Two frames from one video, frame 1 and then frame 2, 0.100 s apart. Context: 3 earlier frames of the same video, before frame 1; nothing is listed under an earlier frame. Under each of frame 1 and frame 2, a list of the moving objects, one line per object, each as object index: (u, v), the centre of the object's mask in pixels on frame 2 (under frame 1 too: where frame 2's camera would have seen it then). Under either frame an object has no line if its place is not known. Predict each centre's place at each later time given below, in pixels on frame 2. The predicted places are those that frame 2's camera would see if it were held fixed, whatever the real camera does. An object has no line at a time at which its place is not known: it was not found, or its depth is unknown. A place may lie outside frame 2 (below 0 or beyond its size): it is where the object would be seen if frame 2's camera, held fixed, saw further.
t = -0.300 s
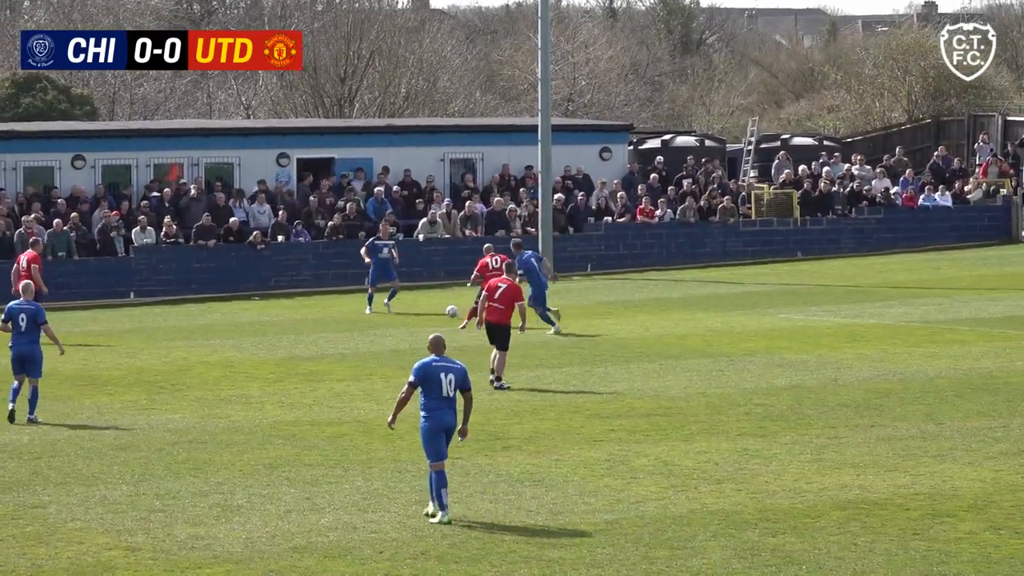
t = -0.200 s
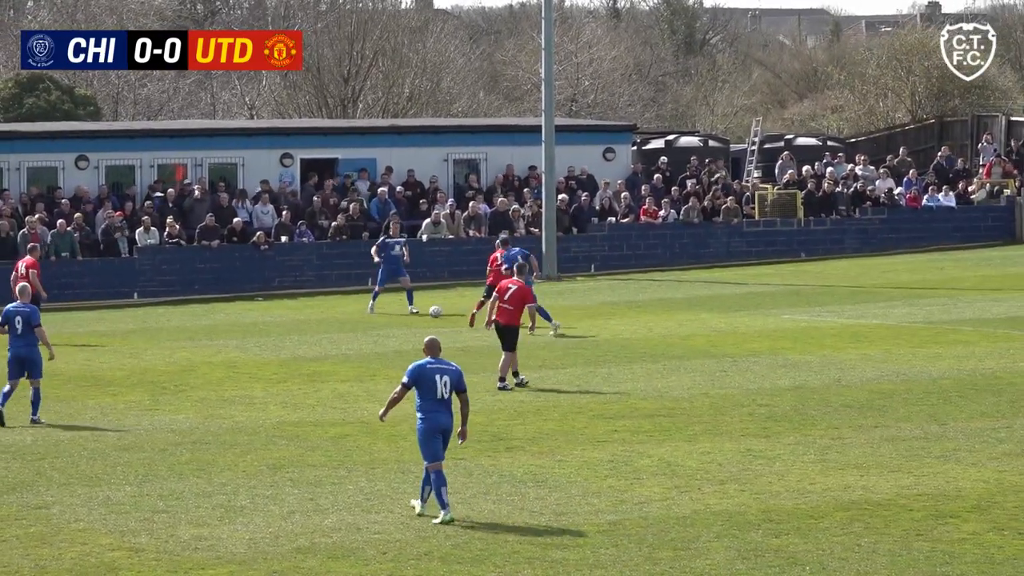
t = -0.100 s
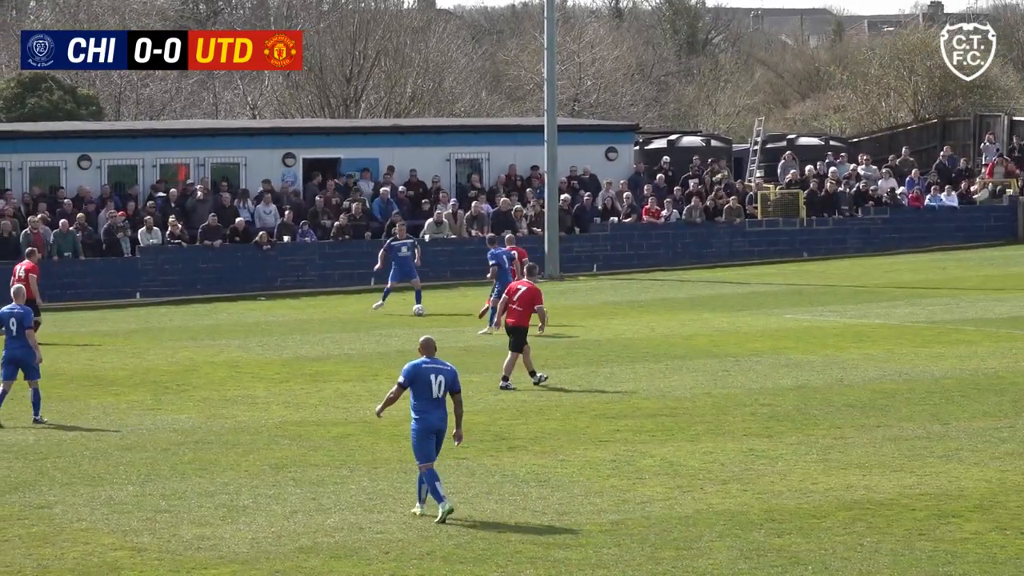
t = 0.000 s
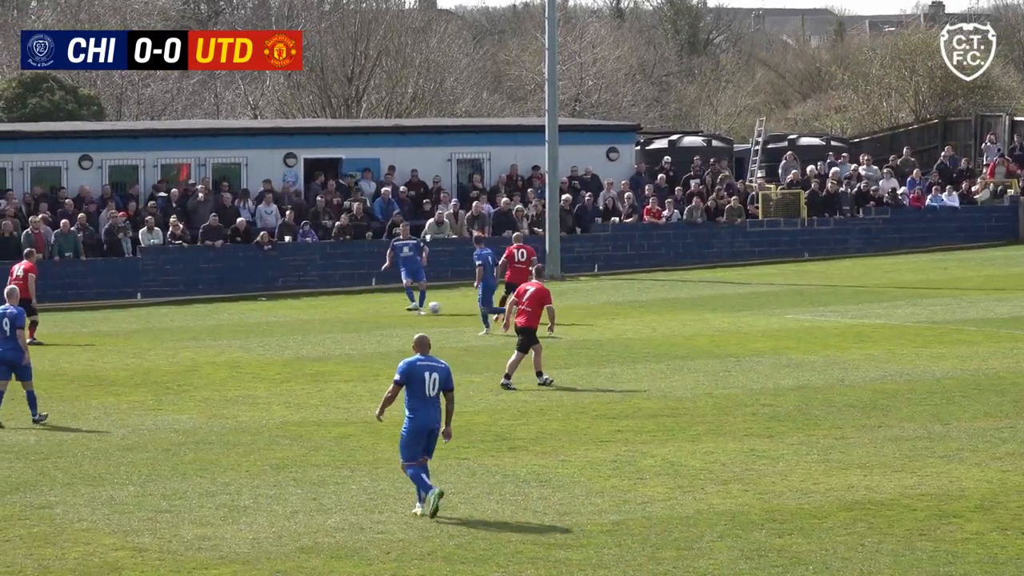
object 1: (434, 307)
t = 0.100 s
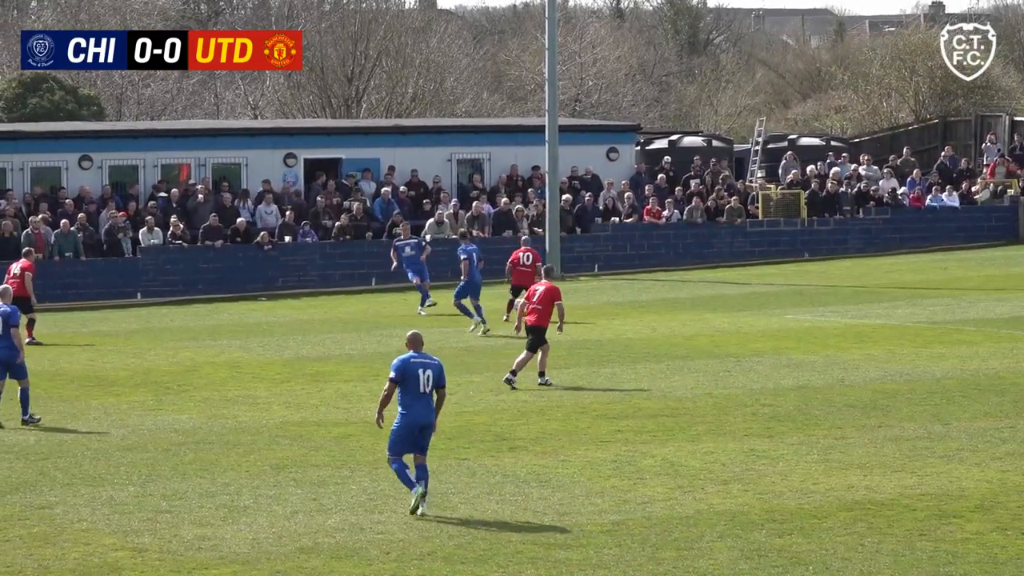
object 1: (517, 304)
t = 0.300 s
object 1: (686, 308)
